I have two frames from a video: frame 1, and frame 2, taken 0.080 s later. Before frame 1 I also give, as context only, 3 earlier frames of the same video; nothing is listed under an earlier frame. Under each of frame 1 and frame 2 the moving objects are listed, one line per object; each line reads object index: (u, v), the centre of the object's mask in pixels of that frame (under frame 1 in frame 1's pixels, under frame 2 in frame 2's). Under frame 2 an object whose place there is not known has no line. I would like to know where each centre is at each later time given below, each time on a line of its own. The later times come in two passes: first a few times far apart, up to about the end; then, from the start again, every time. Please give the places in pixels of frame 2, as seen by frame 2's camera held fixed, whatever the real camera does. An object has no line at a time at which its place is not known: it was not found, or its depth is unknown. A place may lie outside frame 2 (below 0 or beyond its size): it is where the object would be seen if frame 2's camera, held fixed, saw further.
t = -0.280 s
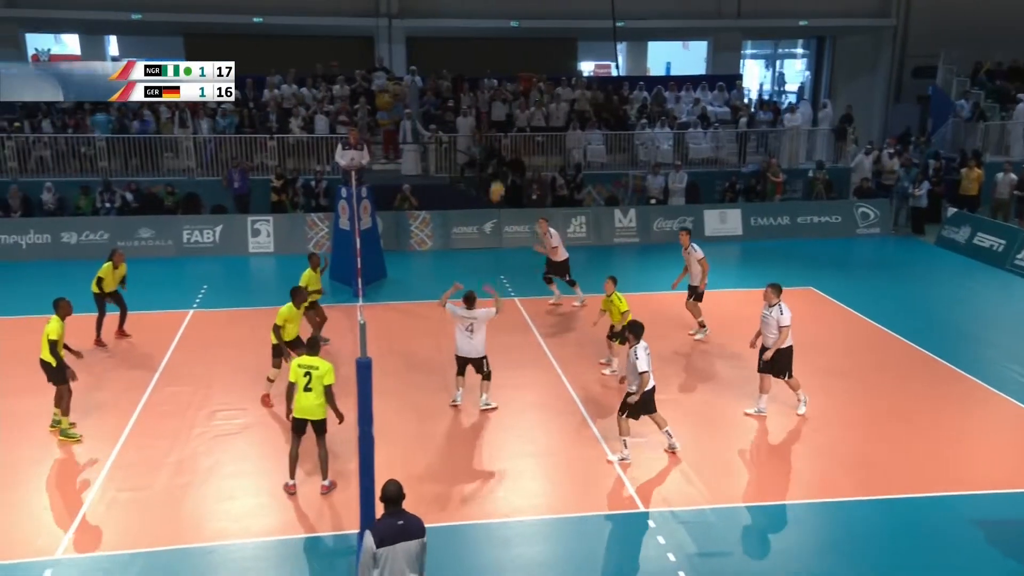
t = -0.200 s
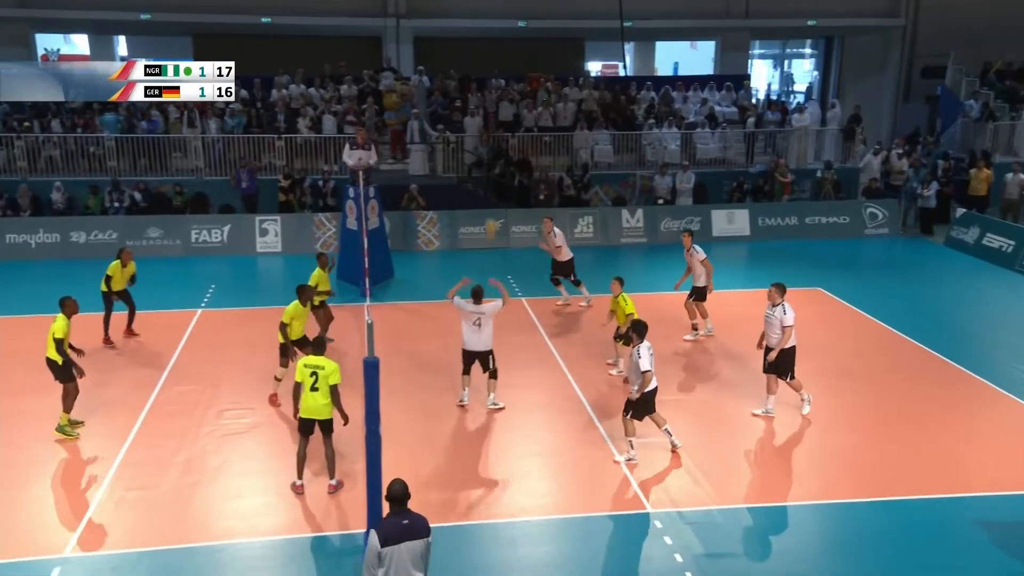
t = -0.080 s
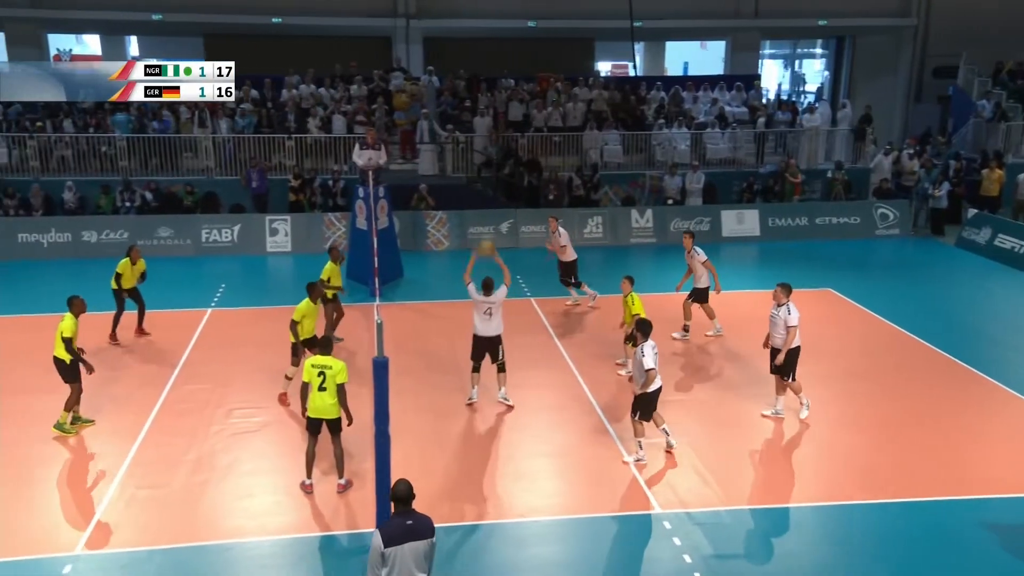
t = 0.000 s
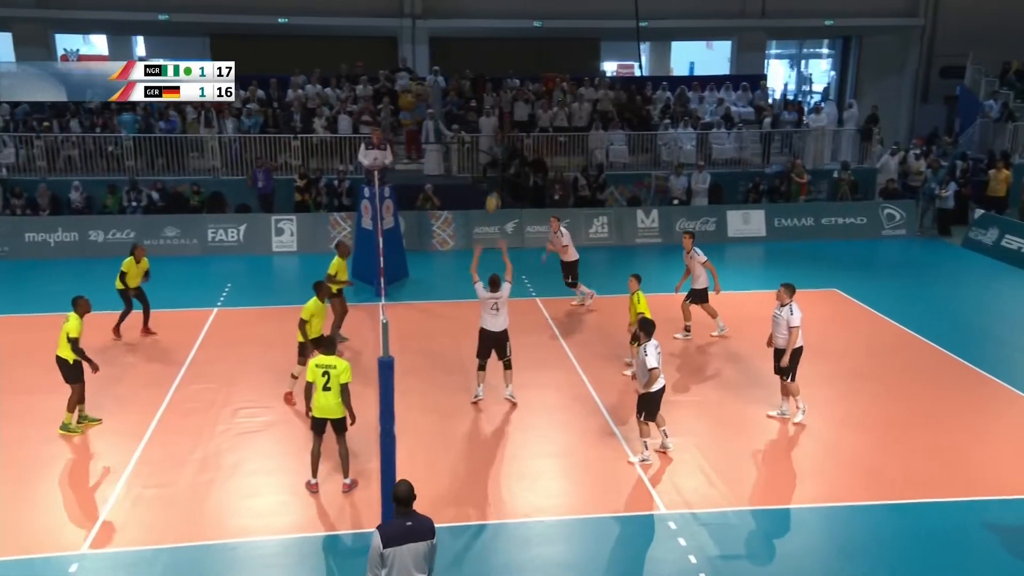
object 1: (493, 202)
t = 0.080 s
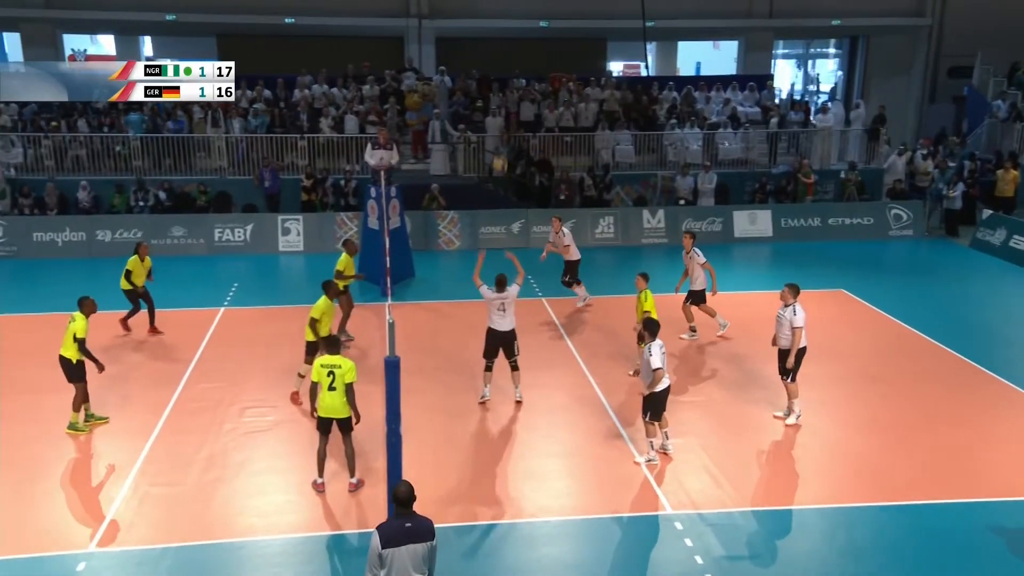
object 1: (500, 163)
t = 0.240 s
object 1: (503, 103)
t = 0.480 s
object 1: (506, 51)
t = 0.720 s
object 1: (509, 42)
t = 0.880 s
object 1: (510, 57)
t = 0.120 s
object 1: (501, 145)
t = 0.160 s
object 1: (502, 128)
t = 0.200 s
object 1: (503, 116)
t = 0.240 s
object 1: (503, 103)
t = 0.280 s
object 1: (504, 92)
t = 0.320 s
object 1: (505, 82)
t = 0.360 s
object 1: (505, 72)
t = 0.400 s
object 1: (505, 64)
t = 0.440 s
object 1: (505, 57)
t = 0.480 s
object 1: (506, 51)
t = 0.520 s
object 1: (506, 47)
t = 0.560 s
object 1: (507, 43)
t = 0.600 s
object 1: (507, 42)
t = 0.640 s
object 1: (508, 41)
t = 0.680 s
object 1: (508, 41)
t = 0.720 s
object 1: (509, 42)
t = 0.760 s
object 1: (509, 44)
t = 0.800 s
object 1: (510, 48)
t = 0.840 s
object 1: (510, 52)
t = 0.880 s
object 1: (510, 57)
